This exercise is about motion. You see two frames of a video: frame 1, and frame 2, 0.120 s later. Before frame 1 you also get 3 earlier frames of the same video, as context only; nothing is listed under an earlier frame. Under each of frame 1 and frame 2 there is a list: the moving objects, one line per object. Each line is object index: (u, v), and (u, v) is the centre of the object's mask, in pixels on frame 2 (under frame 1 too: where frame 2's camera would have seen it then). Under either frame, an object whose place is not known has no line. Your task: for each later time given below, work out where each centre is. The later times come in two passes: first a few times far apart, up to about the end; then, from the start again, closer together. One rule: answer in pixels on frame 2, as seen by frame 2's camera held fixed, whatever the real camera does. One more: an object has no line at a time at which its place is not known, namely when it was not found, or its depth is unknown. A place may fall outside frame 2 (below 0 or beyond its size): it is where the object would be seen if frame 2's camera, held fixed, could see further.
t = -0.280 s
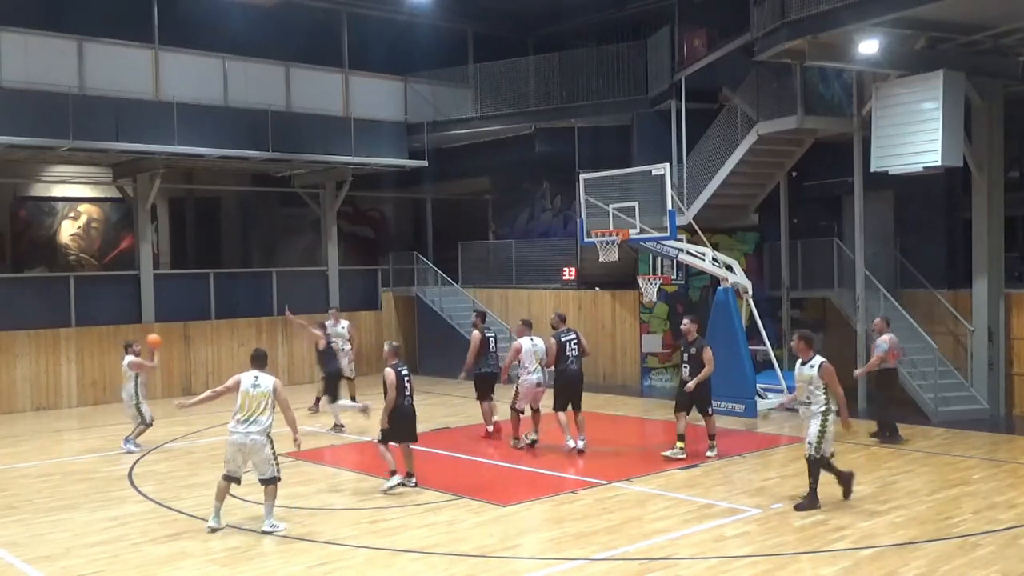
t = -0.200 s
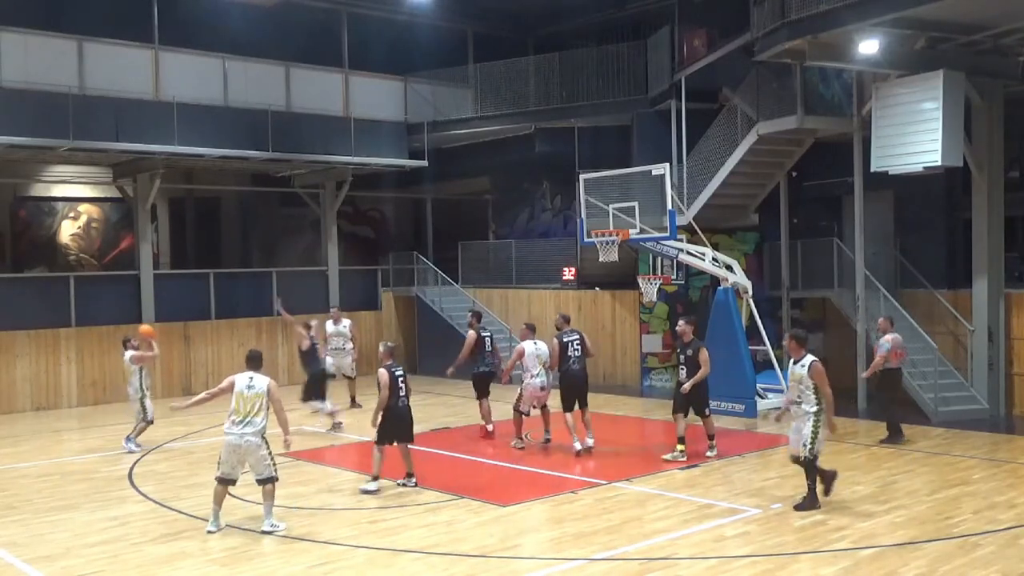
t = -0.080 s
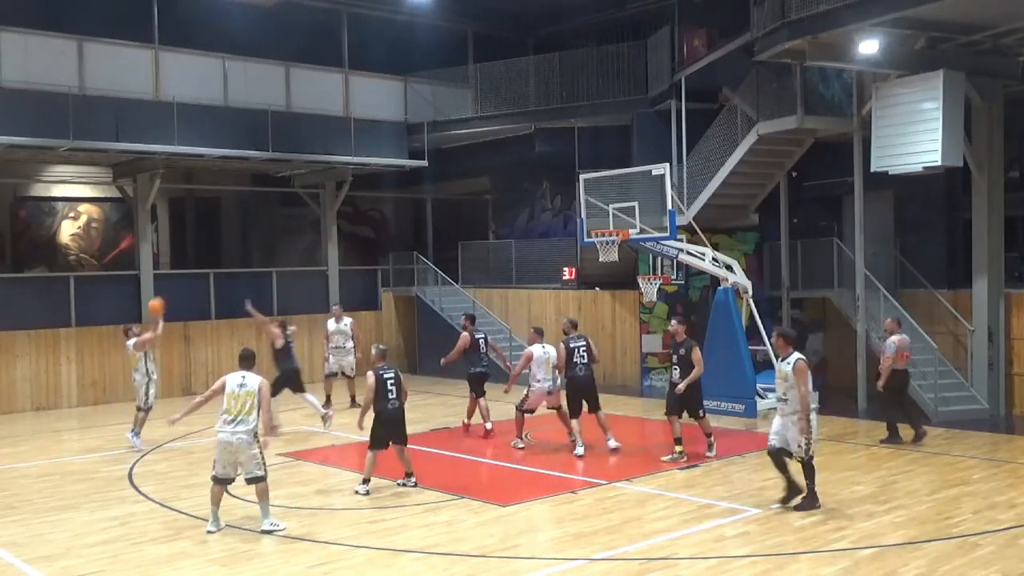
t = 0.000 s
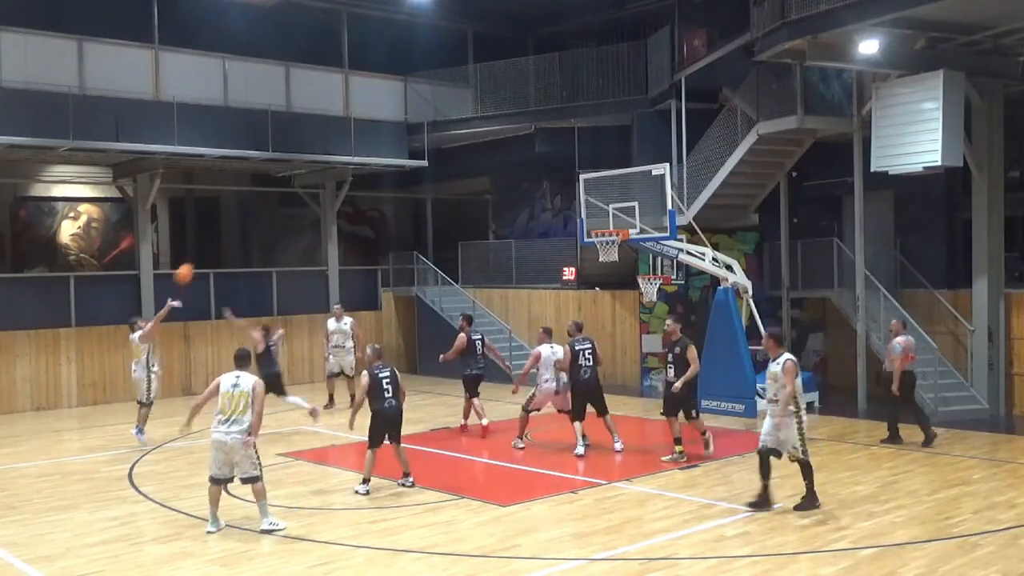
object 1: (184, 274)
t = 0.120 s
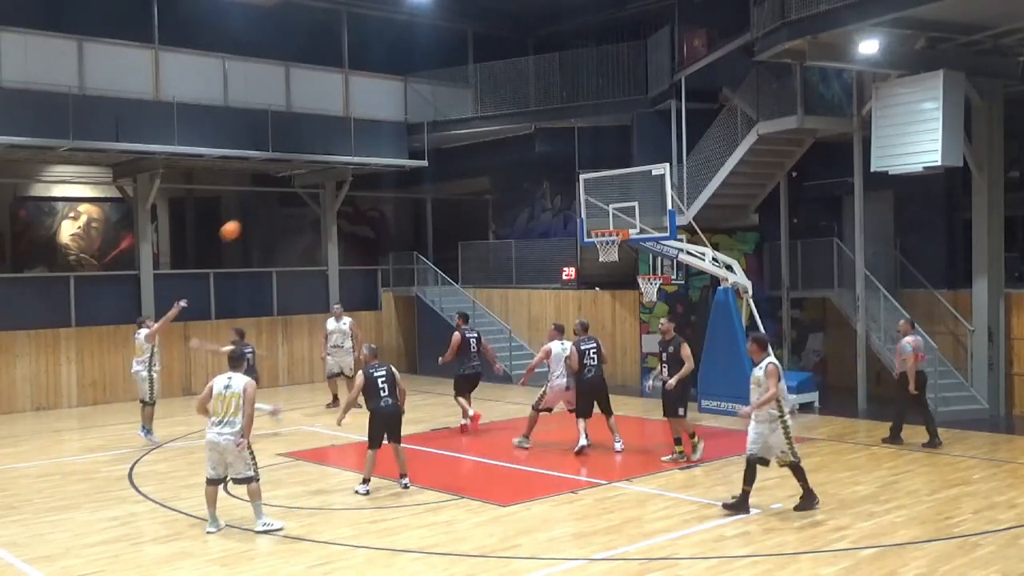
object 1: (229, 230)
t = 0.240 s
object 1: (276, 196)
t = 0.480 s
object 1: (368, 156)
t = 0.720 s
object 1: (458, 156)
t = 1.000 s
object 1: (563, 203)
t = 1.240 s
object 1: (615, 198)
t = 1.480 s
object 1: (632, 188)
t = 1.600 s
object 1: (630, 194)
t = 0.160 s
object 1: (245, 218)
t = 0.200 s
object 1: (260, 206)
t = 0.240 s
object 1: (276, 196)
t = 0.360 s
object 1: (322, 172)
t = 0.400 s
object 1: (336, 166)
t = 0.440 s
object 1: (353, 161)
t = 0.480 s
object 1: (368, 156)
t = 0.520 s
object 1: (383, 153)
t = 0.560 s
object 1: (398, 151)
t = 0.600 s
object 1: (413, 151)
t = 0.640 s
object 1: (427, 152)
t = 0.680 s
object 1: (443, 154)
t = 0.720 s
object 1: (458, 156)
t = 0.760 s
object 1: (473, 160)
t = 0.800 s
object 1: (488, 165)
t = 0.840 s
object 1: (503, 170)
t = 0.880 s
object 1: (518, 177)
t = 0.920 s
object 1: (533, 185)
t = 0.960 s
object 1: (548, 193)
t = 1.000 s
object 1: (563, 203)
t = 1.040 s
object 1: (577, 213)
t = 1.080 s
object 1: (593, 223)
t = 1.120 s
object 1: (597, 216)
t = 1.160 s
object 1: (603, 209)
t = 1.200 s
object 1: (609, 203)
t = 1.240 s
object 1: (615, 198)
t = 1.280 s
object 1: (620, 195)
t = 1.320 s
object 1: (627, 193)
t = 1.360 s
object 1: (632, 191)
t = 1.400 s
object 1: (633, 189)
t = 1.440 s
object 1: (633, 188)
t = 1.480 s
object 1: (632, 188)
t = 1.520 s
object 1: (632, 188)
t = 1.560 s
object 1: (631, 190)
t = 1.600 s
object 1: (630, 194)
